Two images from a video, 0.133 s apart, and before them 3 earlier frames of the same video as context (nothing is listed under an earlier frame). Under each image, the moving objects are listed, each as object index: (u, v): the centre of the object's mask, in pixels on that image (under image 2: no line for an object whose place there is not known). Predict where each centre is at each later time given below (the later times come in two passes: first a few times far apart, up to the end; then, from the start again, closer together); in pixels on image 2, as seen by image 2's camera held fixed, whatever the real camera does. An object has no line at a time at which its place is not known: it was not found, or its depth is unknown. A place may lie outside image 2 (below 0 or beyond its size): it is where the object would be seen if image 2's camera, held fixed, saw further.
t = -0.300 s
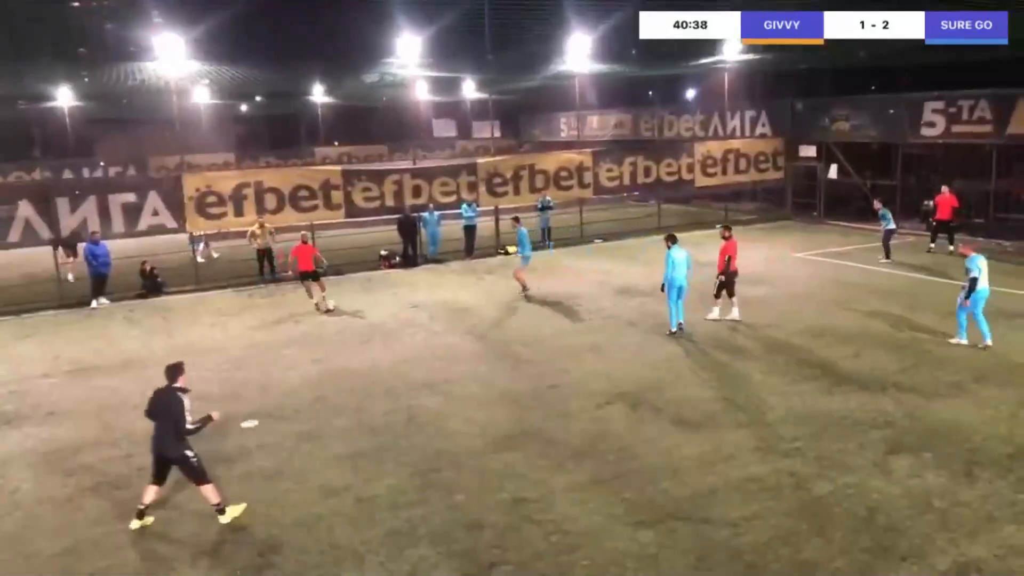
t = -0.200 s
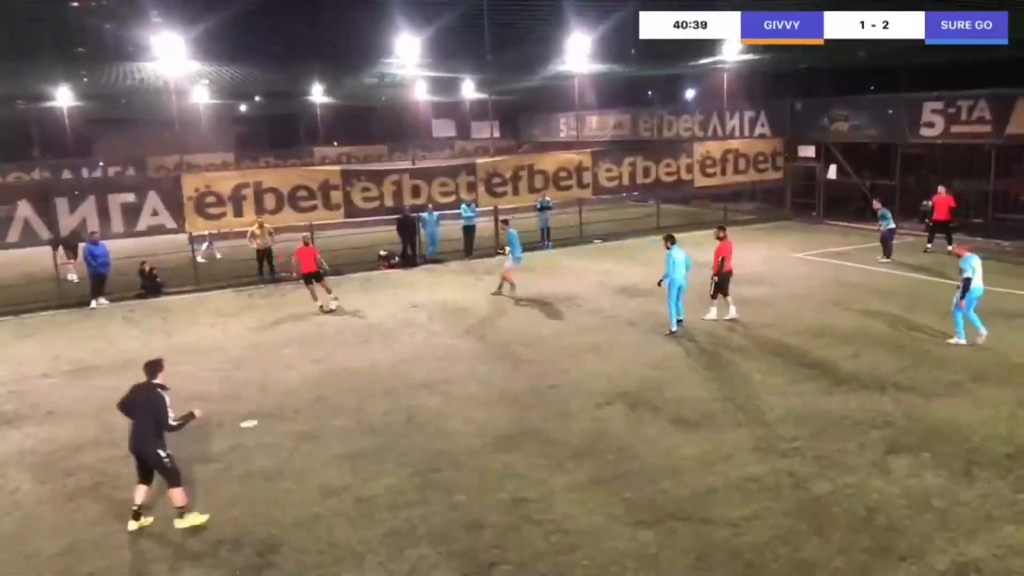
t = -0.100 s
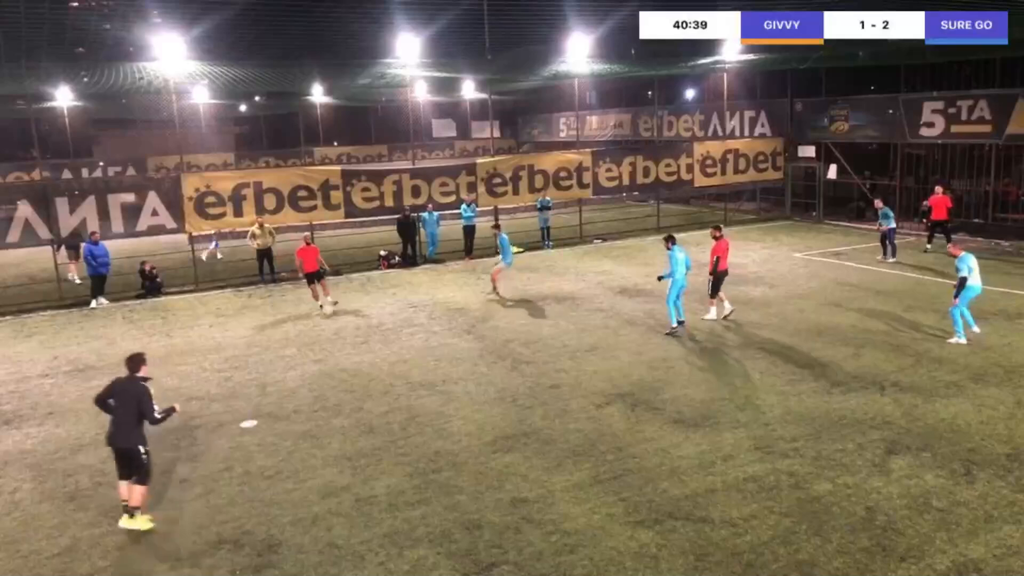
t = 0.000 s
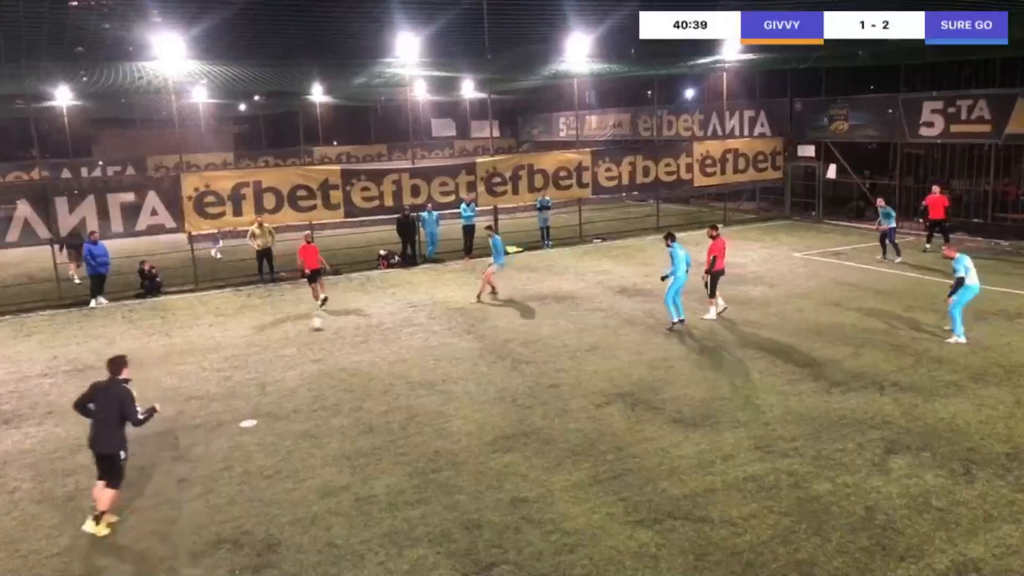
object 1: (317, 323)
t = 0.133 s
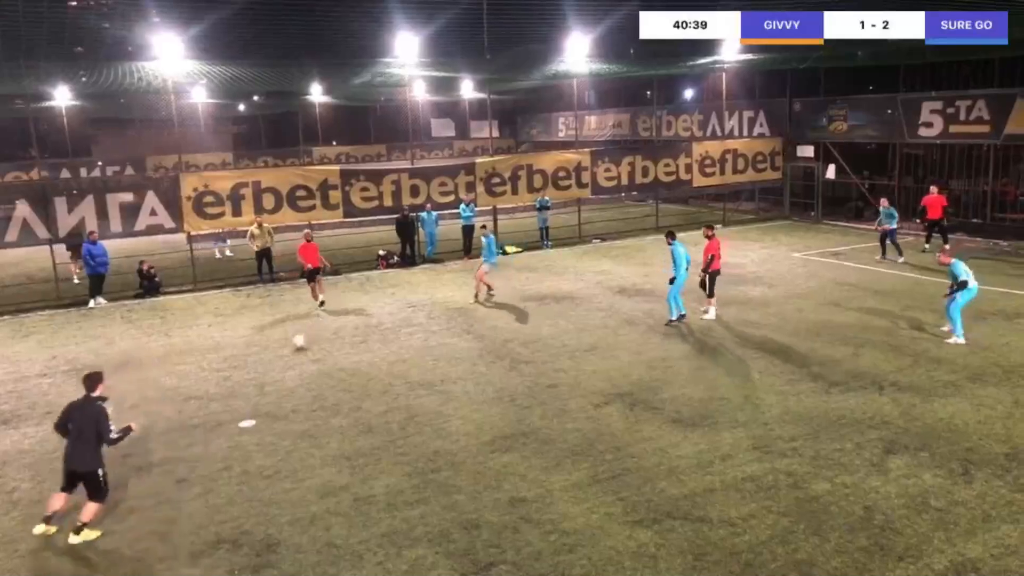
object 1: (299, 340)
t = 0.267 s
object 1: (281, 358)
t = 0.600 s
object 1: (228, 417)
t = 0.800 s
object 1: (194, 453)
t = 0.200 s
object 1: (290, 351)
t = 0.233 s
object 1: (285, 354)
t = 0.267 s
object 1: (281, 358)
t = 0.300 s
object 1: (276, 364)
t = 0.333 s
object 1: (271, 370)
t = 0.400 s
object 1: (260, 385)
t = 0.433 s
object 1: (255, 389)
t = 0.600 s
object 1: (228, 417)
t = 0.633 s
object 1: (223, 427)
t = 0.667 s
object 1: (217, 432)
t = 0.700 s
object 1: (212, 436)
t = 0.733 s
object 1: (205, 441)
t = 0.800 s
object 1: (194, 453)
